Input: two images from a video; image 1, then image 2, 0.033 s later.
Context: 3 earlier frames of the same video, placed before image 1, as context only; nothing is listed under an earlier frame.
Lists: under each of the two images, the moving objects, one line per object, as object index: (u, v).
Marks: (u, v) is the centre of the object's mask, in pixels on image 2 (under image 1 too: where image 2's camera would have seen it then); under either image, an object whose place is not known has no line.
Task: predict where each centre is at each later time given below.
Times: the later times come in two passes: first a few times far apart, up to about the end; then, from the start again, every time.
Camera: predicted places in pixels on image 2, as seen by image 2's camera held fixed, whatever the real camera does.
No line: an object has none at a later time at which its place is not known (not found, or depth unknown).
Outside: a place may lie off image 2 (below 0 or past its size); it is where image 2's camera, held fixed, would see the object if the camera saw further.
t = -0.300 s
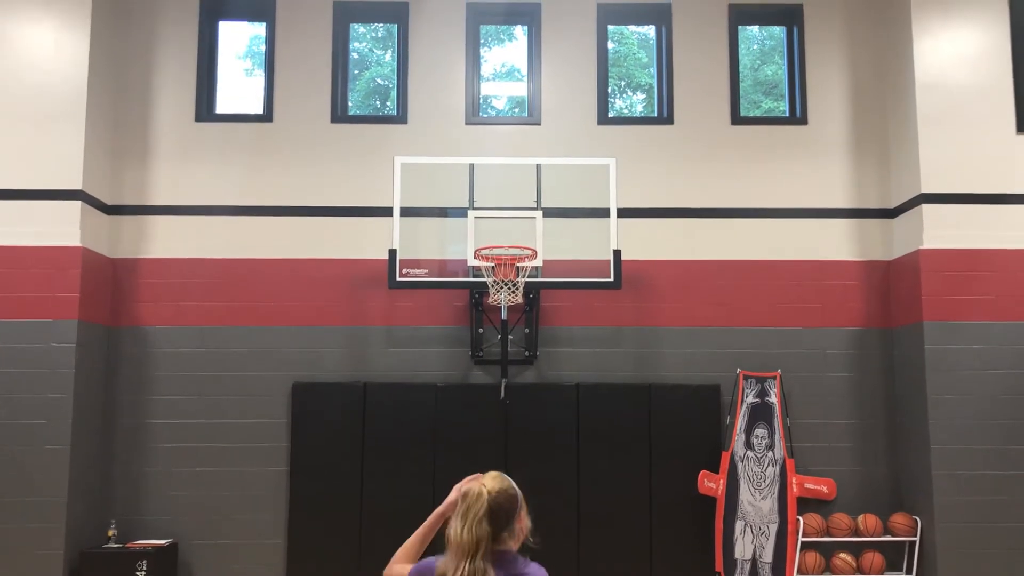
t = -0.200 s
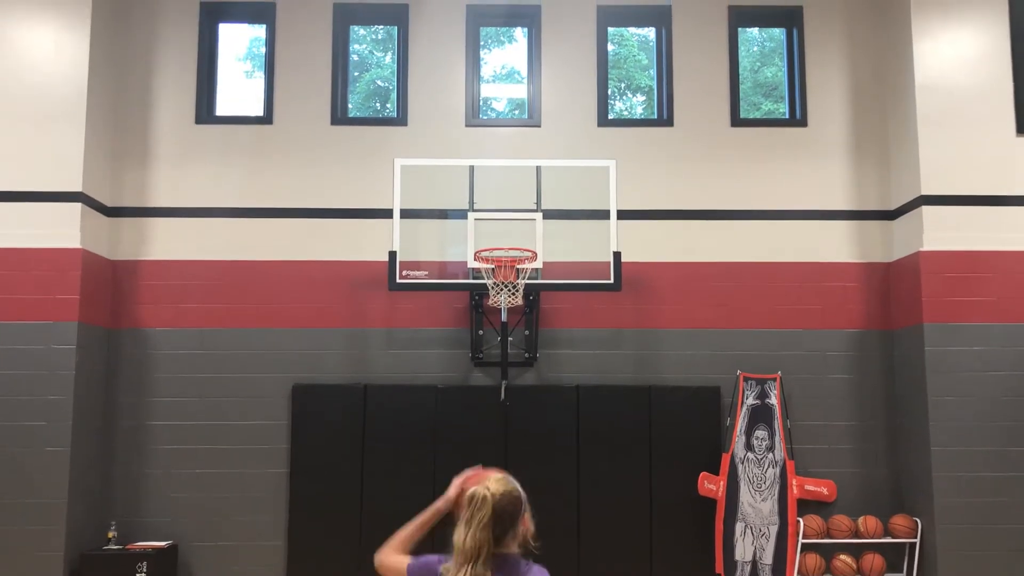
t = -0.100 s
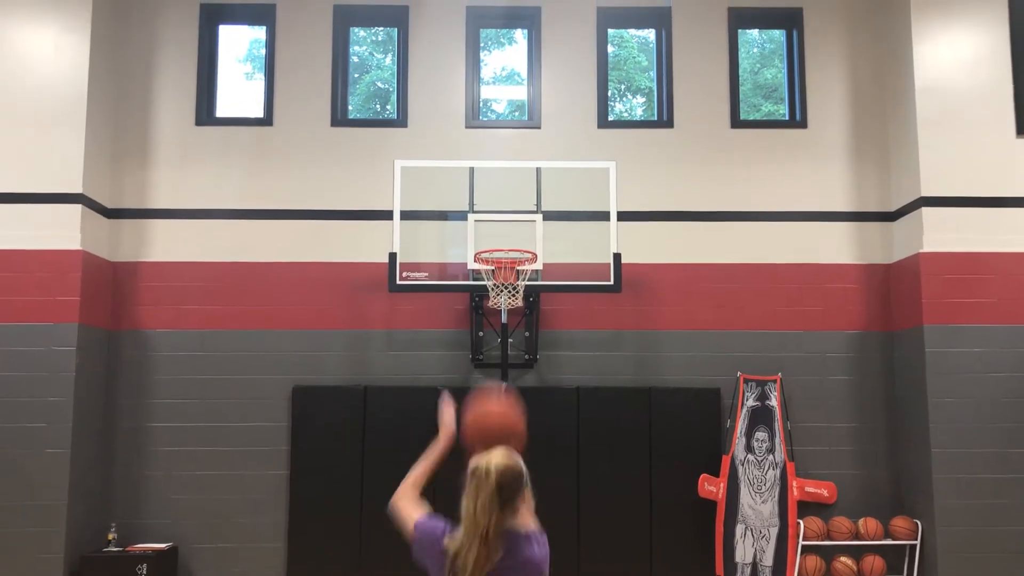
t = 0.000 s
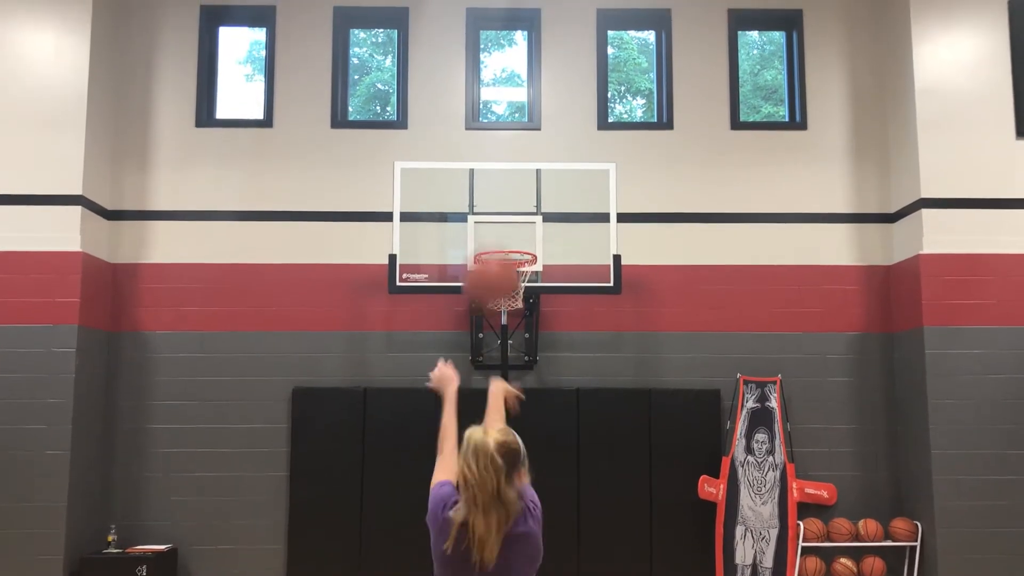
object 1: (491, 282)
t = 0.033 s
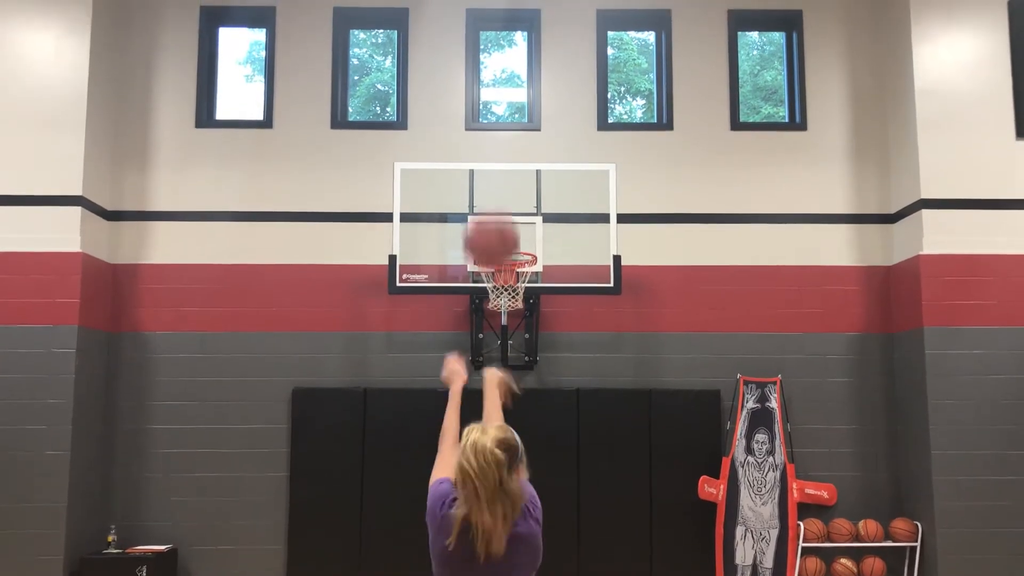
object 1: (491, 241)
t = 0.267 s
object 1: (490, 88)
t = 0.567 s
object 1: (491, 81)
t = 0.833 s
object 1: (492, 175)
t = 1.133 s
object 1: (511, 299)
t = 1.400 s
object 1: (546, 352)
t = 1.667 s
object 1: (585, 515)
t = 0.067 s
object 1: (491, 207)
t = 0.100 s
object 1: (491, 177)
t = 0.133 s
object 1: (491, 153)
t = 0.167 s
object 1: (490, 133)
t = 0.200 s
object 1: (492, 116)
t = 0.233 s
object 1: (491, 100)
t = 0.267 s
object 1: (490, 88)
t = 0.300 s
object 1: (490, 79)
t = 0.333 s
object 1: (490, 72)
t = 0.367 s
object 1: (490, 68)
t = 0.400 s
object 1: (491, 66)
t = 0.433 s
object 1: (490, 66)
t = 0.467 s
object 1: (490, 67)
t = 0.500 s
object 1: (491, 70)
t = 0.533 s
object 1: (490, 75)
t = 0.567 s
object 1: (491, 81)
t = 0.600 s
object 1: (490, 90)
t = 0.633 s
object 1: (491, 99)
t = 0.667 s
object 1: (492, 111)
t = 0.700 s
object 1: (491, 120)
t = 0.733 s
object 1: (492, 133)
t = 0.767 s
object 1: (492, 144)
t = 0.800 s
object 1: (491, 158)
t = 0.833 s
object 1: (492, 175)
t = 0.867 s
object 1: (492, 191)
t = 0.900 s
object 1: (492, 207)
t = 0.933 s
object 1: (492, 225)
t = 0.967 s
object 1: (491, 241)
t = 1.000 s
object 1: (496, 267)
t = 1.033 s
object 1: (493, 283)
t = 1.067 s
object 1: (504, 292)
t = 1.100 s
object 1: (508, 292)
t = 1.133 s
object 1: (511, 299)
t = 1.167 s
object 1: (512, 296)
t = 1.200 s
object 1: (521, 306)
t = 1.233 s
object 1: (525, 310)
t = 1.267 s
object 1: (528, 312)
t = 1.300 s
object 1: (533, 320)
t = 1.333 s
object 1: (537, 330)
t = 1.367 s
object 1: (541, 340)
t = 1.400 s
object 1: (546, 352)
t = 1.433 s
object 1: (551, 366)
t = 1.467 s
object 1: (556, 383)
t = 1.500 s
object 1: (561, 401)
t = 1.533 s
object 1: (565, 419)
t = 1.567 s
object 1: (570, 440)
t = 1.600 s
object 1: (575, 463)
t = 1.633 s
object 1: (580, 487)
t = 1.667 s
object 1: (585, 515)
